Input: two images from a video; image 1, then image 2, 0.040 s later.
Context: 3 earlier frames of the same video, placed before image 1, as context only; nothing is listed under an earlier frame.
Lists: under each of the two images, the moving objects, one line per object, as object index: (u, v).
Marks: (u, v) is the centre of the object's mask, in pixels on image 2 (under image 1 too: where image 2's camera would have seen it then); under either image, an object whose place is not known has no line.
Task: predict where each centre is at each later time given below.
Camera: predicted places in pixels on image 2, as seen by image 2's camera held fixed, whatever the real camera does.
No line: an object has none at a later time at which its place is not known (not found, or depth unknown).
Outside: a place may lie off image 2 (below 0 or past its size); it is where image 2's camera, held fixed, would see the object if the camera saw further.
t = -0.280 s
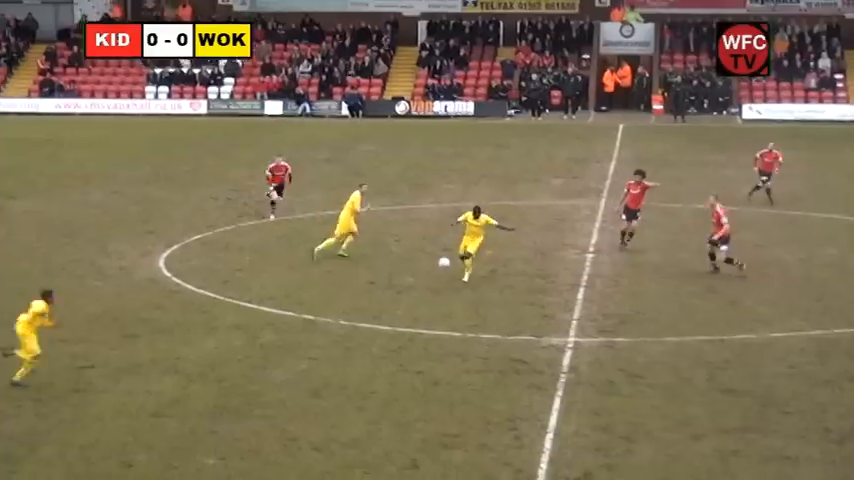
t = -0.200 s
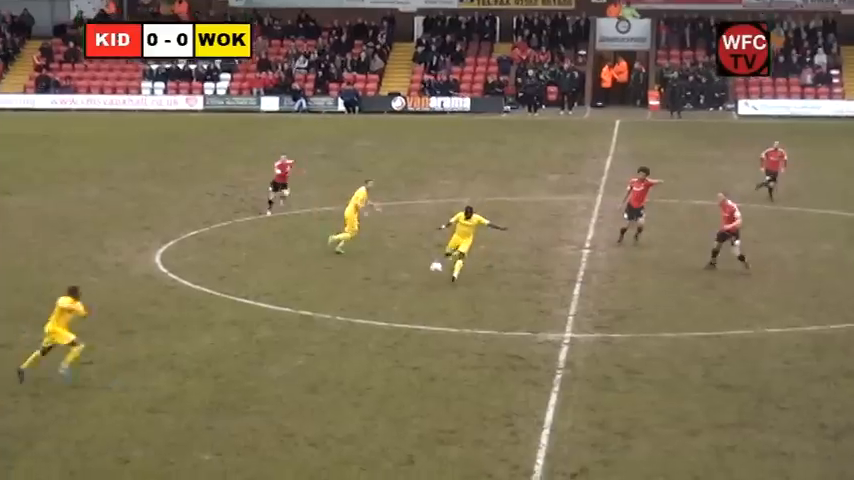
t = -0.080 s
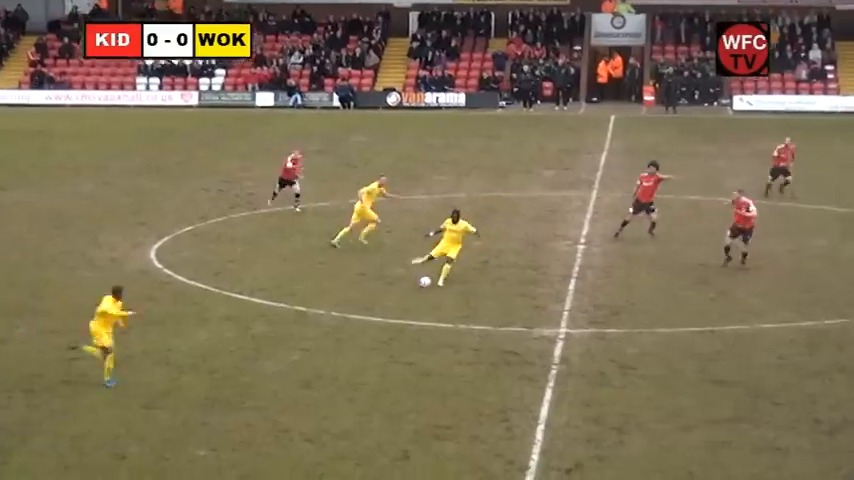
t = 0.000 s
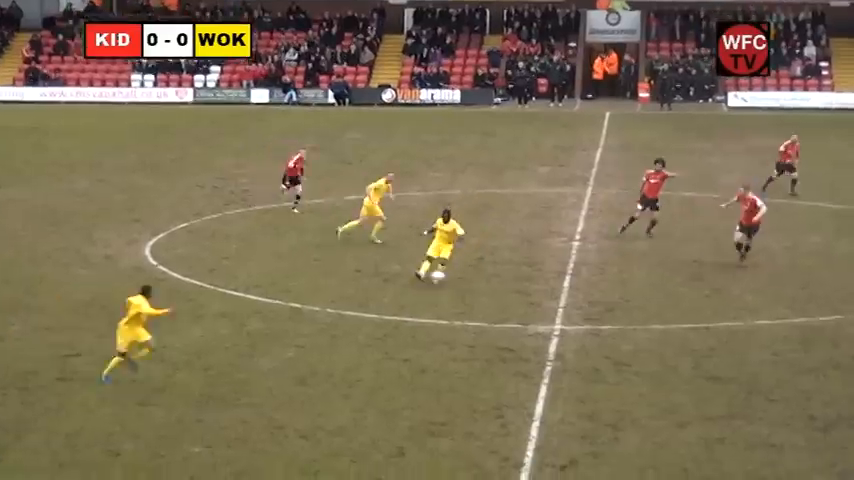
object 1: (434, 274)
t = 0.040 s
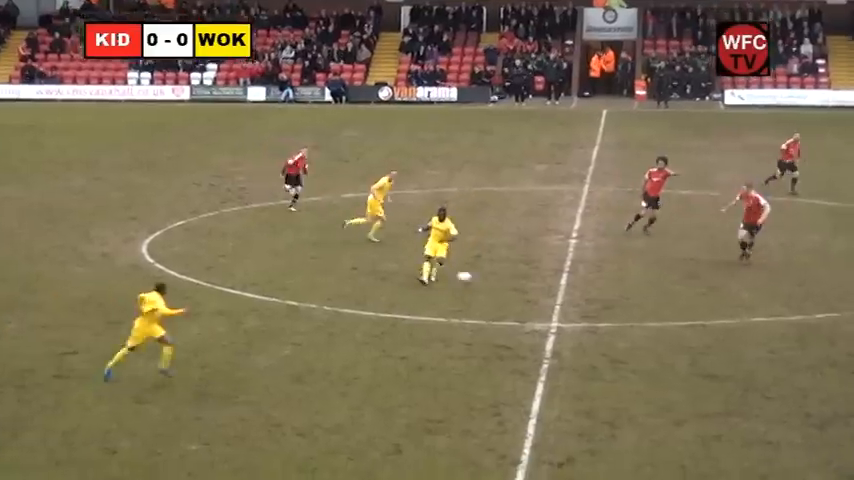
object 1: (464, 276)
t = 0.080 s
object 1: (494, 280)
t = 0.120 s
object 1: (524, 285)
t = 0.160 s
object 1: (554, 290)
